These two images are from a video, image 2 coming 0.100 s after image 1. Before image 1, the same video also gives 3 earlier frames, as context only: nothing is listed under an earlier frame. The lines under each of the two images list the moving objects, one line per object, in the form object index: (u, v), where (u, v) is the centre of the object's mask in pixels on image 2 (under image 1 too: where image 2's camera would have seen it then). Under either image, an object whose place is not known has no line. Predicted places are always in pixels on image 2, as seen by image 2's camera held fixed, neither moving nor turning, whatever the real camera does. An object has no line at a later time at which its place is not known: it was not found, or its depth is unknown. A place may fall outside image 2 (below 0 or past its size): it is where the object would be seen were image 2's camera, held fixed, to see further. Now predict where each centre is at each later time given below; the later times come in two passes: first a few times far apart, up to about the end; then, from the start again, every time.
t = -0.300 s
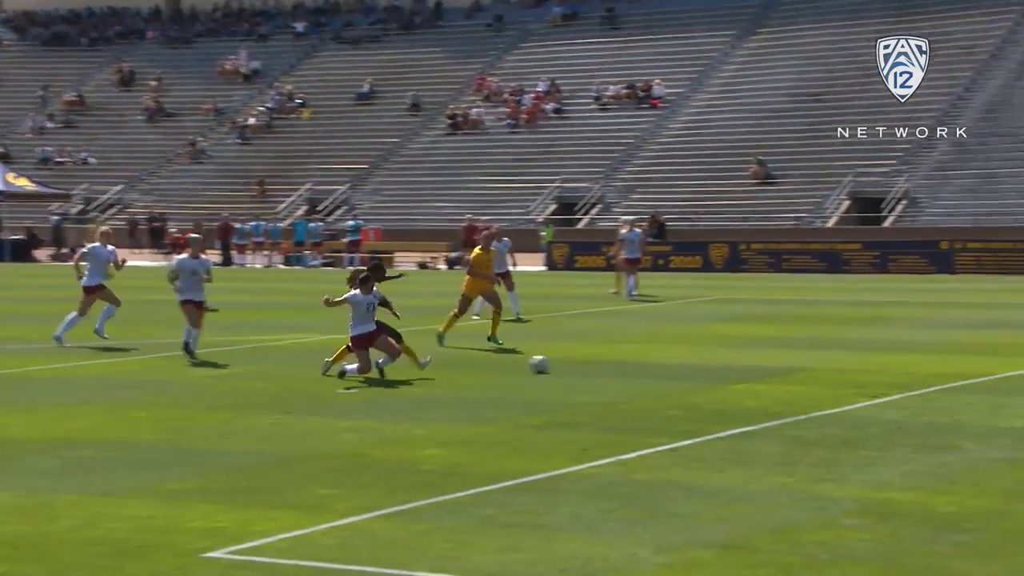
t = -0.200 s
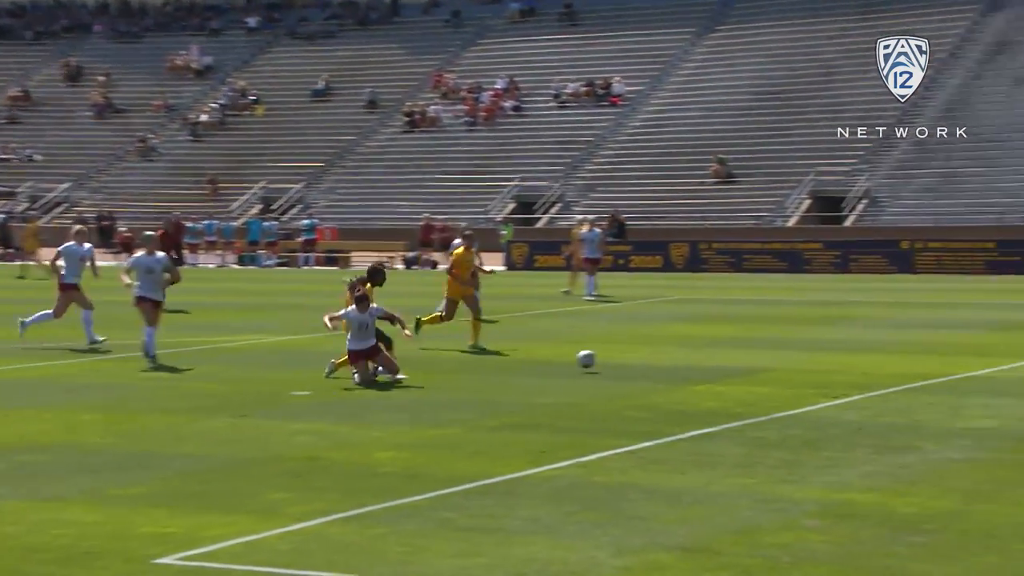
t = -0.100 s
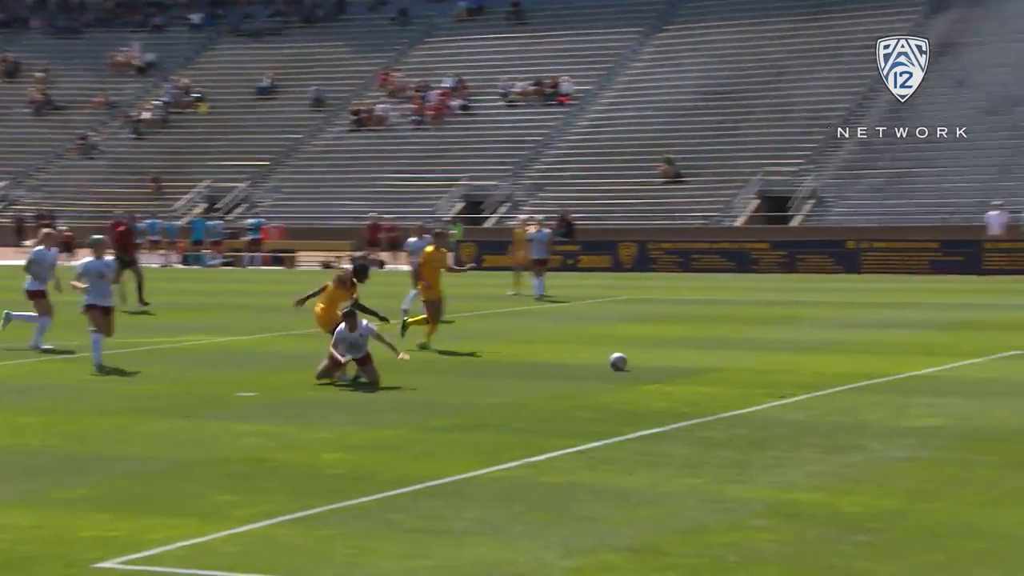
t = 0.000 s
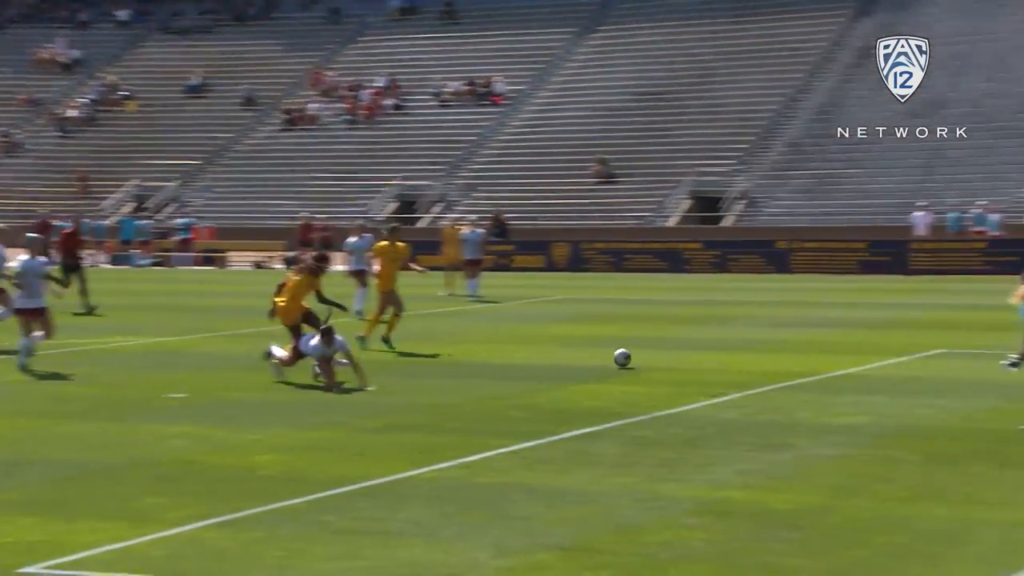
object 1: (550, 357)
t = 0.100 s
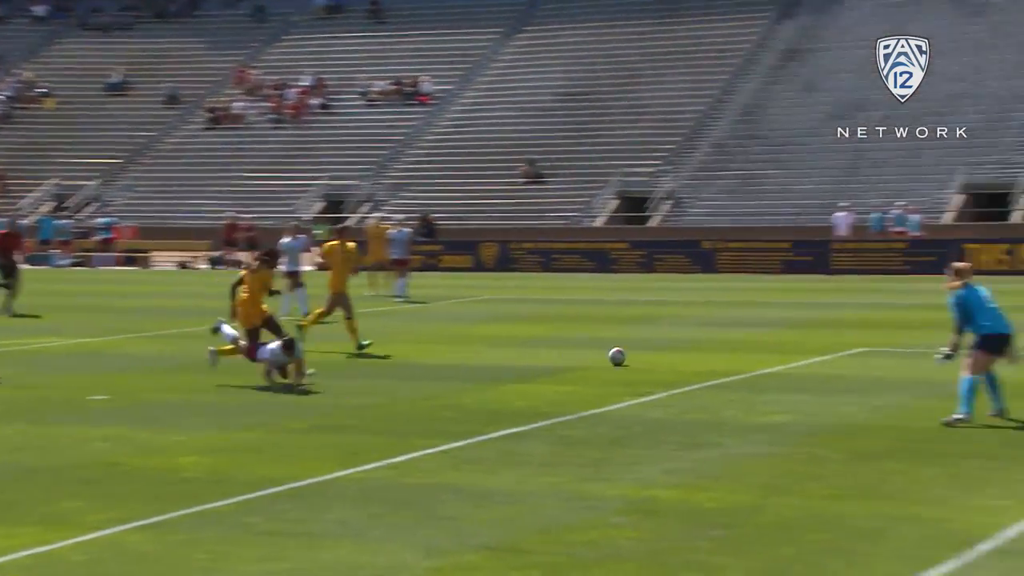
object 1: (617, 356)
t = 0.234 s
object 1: (705, 354)
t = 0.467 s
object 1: (848, 350)
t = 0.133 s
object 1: (639, 356)
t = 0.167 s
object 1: (661, 355)
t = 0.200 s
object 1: (683, 355)
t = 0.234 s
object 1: (705, 354)
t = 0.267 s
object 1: (725, 354)
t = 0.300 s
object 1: (746, 353)
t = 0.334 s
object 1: (767, 352)
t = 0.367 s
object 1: (788, 352)
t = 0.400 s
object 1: (808, 352)
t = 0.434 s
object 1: (829, 351)
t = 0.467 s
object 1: (848, 350)
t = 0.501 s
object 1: (868, 350)
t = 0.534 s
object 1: (888, 350)
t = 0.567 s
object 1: (907, 349)
